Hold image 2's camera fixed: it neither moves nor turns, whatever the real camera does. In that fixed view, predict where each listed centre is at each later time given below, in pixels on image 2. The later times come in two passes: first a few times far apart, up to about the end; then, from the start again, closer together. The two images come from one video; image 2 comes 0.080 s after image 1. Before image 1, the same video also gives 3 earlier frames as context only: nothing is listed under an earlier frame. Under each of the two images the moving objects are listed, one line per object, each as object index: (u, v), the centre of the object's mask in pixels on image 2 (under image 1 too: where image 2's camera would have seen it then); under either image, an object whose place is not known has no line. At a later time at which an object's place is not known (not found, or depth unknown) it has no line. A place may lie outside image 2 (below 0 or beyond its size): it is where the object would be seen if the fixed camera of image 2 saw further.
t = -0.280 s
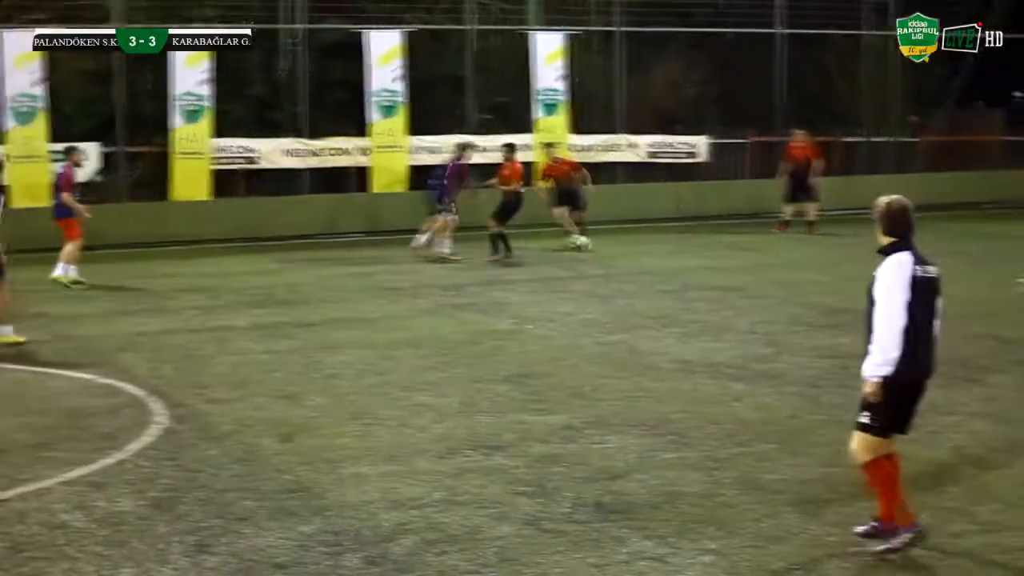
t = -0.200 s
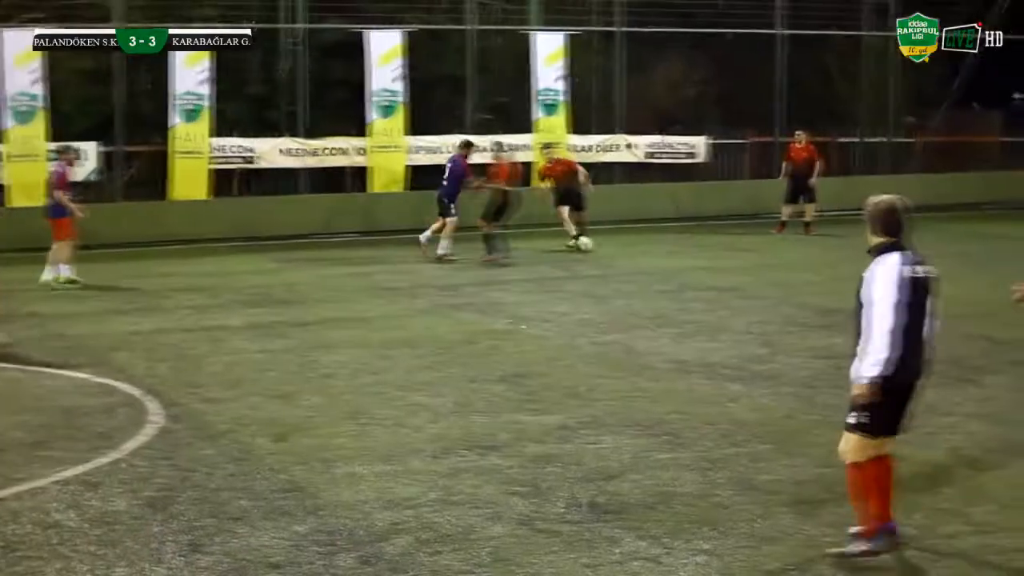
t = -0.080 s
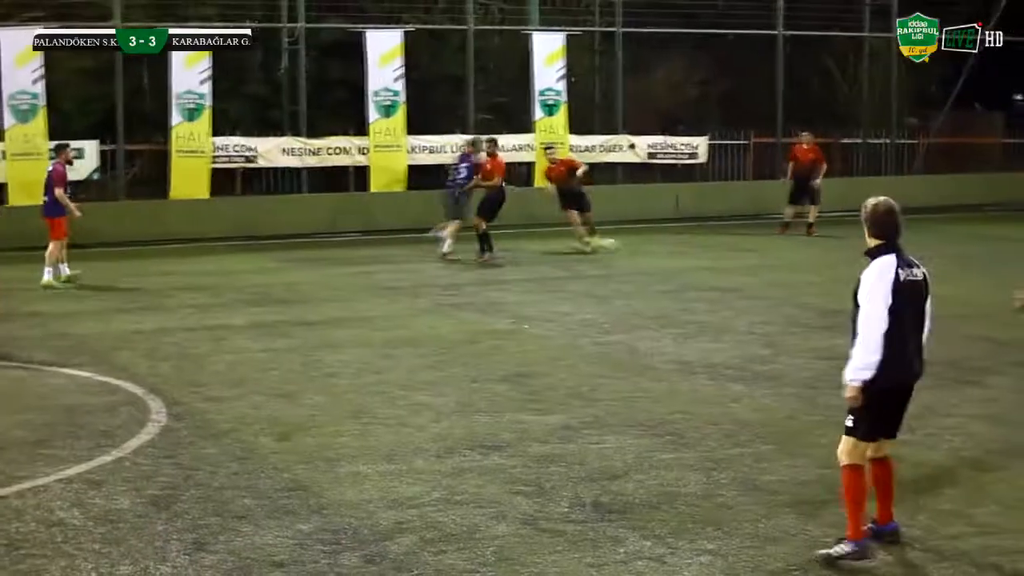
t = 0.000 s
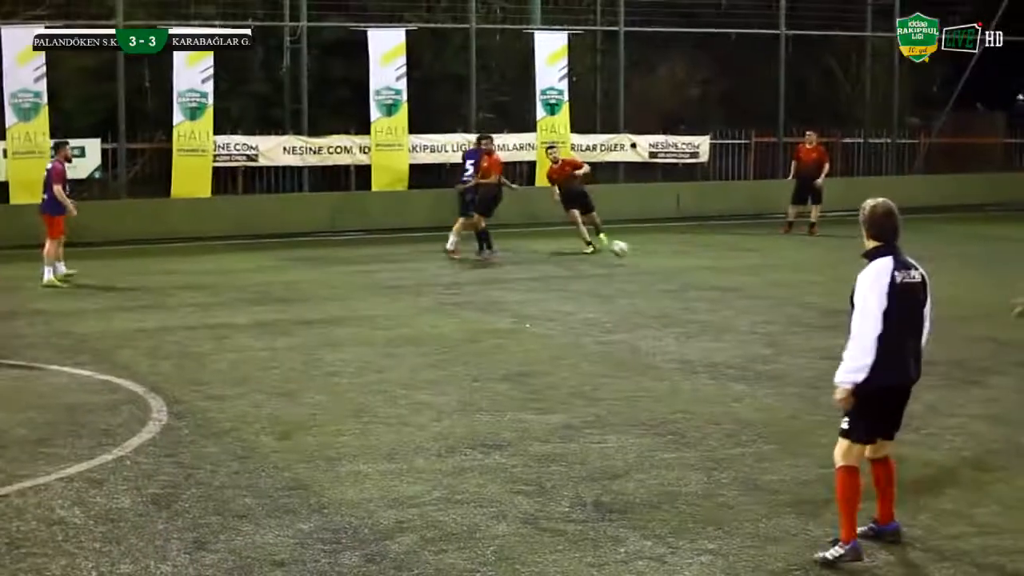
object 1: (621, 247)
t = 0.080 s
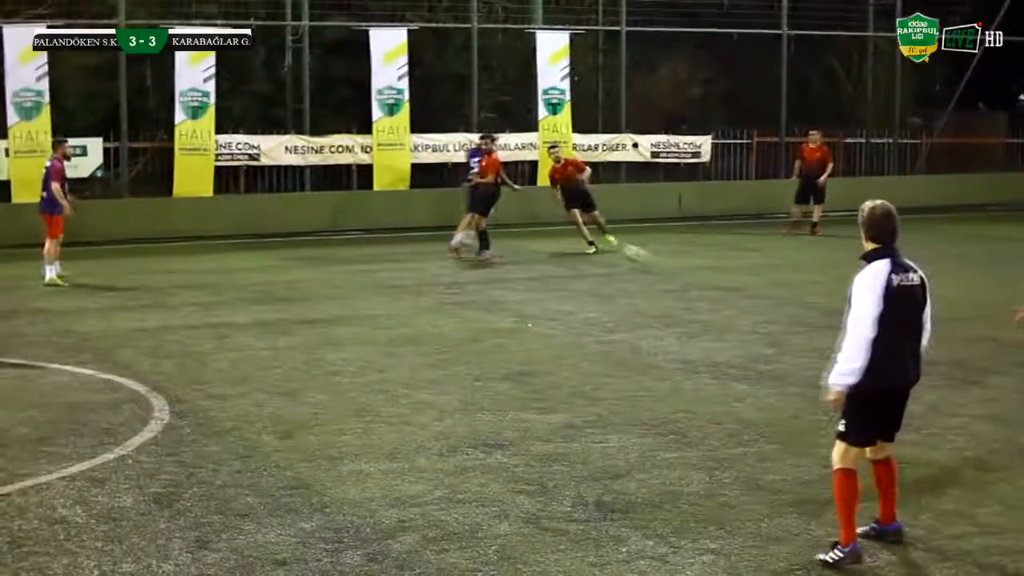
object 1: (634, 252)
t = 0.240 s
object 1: (668, 268)
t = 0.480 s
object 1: (715, 270)
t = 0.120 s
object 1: (643, 257)
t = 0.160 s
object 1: (649, 260)
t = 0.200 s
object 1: (663, 267)
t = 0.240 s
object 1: (668, 268)
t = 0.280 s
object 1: (674, 268)
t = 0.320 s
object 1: (681, 266)
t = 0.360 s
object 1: (691, 266)
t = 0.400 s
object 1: (700, 267)
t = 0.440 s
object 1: (704, 268)
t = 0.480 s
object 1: (715, 270)
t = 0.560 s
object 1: (725, 277)
